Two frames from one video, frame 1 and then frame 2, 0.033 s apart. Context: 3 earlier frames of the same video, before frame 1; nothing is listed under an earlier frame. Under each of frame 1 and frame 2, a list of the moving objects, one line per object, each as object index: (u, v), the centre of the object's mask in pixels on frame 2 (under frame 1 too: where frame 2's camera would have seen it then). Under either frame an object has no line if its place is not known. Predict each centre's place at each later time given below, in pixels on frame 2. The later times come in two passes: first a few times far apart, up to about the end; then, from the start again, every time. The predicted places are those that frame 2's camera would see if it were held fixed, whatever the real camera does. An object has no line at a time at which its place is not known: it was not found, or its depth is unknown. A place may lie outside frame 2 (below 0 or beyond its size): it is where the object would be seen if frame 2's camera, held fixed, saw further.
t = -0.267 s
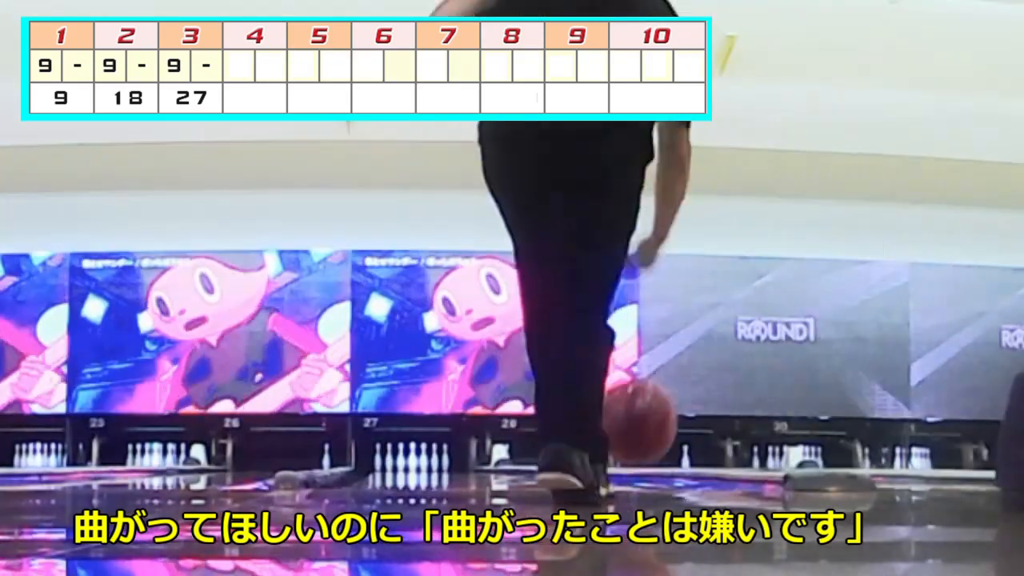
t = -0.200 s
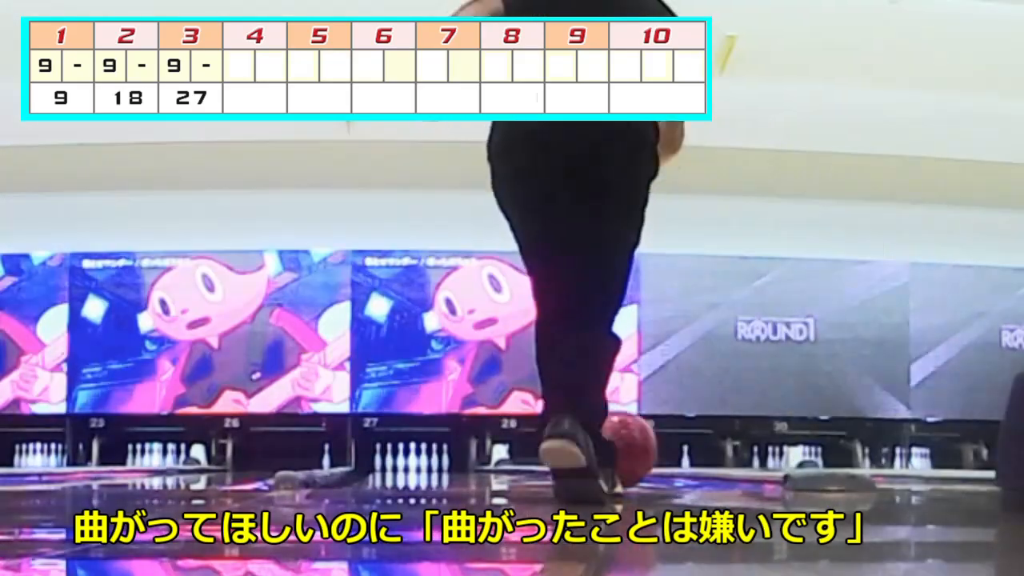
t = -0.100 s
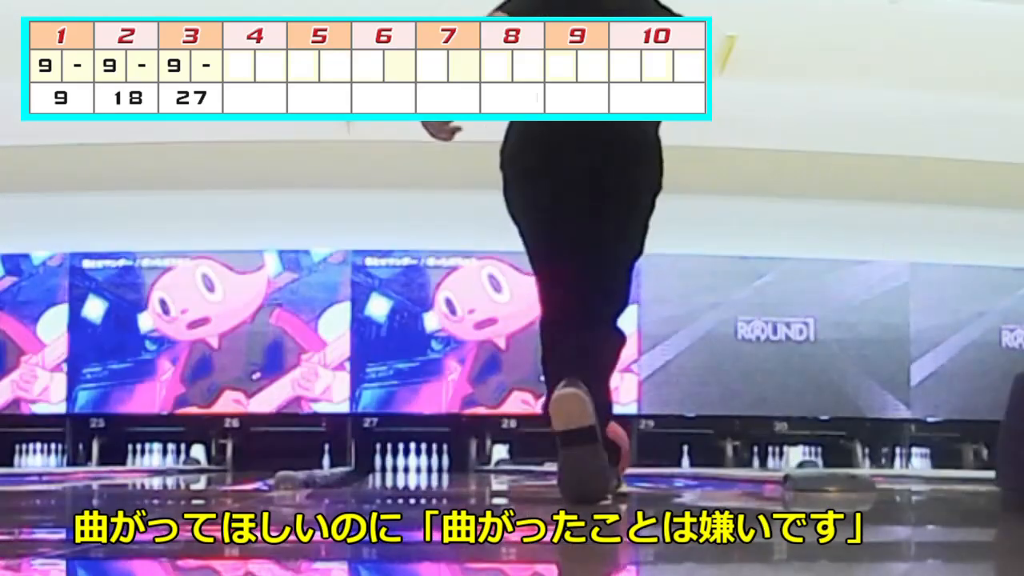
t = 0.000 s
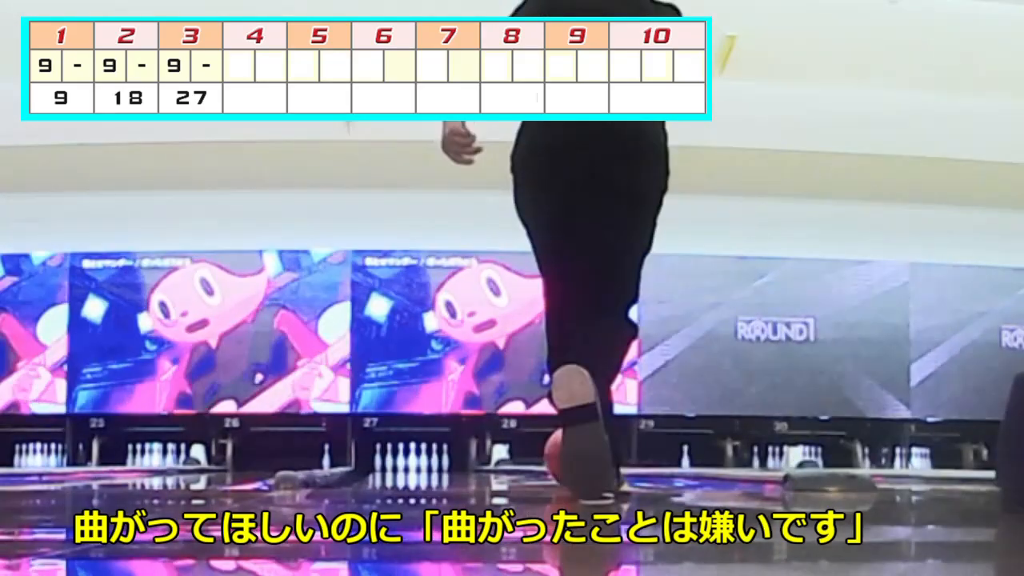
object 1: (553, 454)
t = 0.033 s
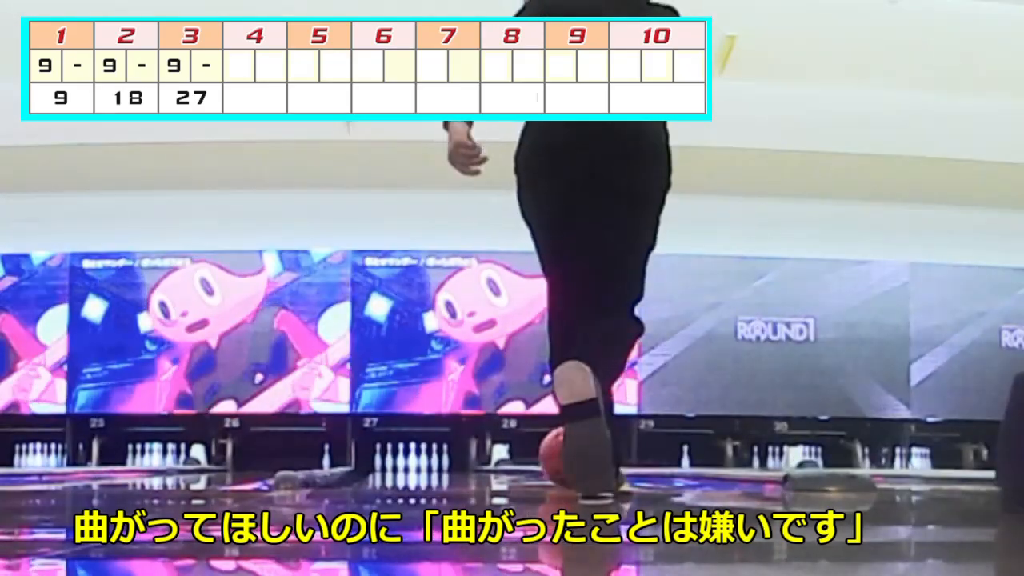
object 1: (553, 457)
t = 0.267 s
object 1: (540, 457)
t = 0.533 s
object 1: (518, 459)
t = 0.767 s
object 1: (502, 459)
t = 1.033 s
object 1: (488, 460)
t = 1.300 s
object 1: (476, 461)
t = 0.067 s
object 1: (552, 457)
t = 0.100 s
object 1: (551, 457)
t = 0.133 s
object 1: (551, 457)
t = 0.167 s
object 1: (549, 456)
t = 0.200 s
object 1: (548, 456)
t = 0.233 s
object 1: (544, 457)
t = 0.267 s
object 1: (540, 457)
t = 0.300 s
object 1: (538, 457)
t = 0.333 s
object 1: (534, 457)
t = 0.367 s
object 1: (531, 458)
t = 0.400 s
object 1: (529, 458)
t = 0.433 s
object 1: (525, 458)
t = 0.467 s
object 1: (522, 458)
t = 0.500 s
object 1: (521, 458)
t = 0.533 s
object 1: (518, 459)
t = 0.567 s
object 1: (514, 459)
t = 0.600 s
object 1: (513, 459)
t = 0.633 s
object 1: (511, 458)
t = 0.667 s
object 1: (508, 459)
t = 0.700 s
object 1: (506, 459)
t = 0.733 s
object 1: (505, 459)
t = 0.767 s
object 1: (502, 459)
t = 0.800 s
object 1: (500, 459)
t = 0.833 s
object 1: (499, 459)
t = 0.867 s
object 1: (497, 459)
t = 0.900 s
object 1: (494, 460)
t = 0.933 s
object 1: (494, 460)
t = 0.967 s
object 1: (491, 460)
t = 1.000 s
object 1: (490, 460)
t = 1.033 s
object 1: (488, 460)
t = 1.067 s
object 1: (486, 461)
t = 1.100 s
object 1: (484, 460)
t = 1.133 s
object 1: (483, 460)
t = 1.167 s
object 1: (481, 460)
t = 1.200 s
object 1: (480, 460)
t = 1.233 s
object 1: (479, 461)
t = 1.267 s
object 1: (477, 461)
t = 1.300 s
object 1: (476, 461)
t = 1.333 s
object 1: (475, 461)
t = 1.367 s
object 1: (475, 461)
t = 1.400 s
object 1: (472, 461)
